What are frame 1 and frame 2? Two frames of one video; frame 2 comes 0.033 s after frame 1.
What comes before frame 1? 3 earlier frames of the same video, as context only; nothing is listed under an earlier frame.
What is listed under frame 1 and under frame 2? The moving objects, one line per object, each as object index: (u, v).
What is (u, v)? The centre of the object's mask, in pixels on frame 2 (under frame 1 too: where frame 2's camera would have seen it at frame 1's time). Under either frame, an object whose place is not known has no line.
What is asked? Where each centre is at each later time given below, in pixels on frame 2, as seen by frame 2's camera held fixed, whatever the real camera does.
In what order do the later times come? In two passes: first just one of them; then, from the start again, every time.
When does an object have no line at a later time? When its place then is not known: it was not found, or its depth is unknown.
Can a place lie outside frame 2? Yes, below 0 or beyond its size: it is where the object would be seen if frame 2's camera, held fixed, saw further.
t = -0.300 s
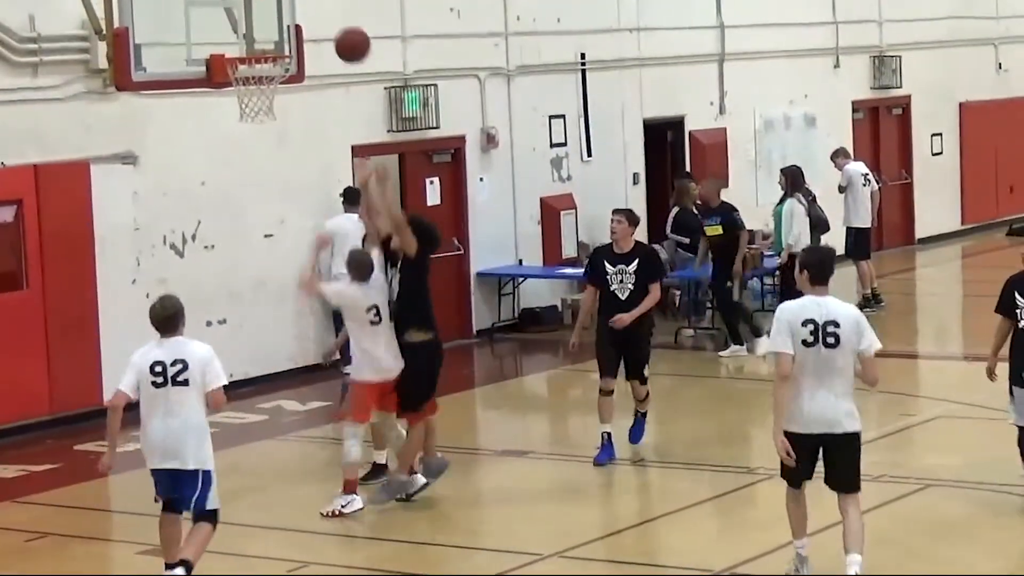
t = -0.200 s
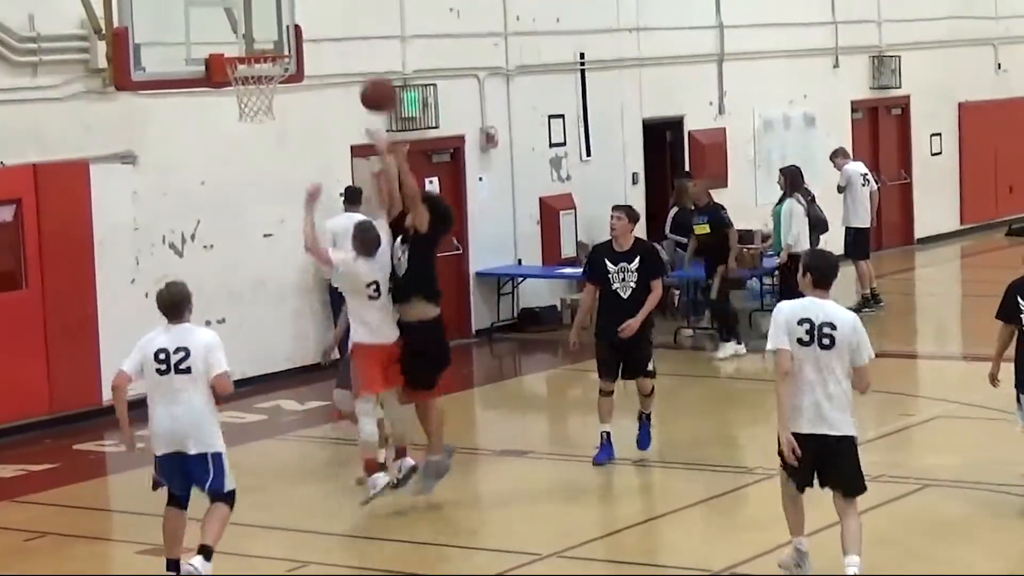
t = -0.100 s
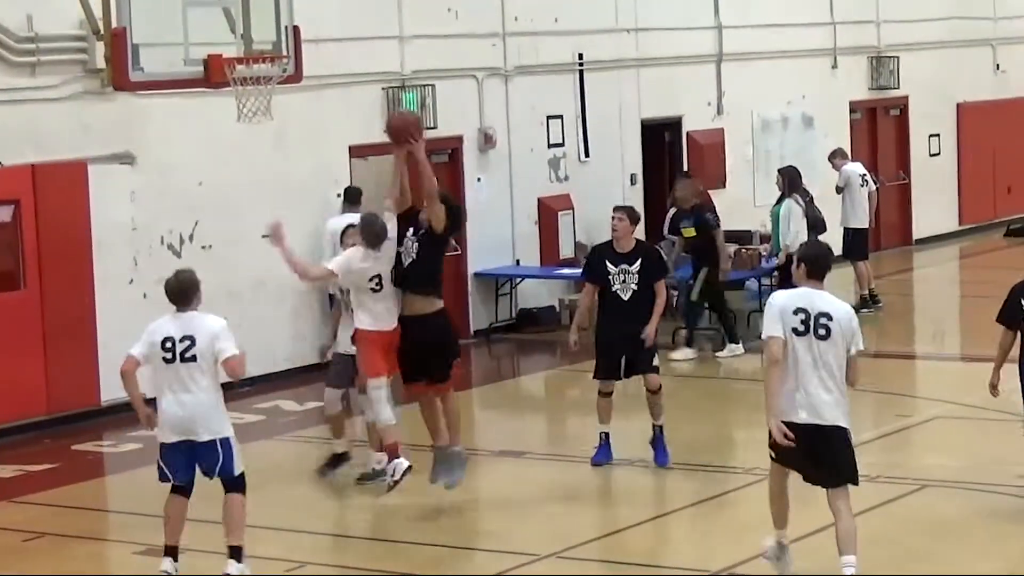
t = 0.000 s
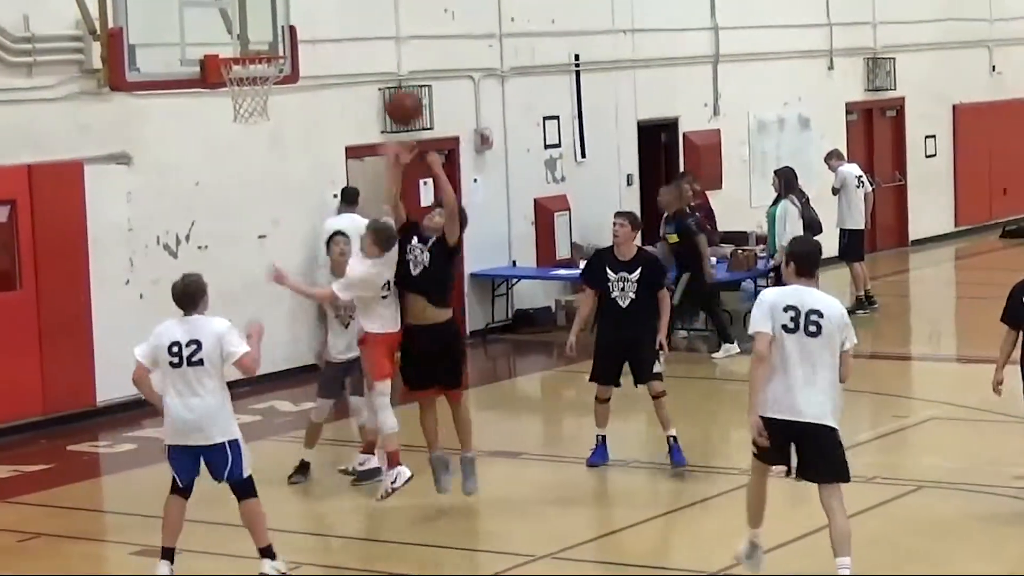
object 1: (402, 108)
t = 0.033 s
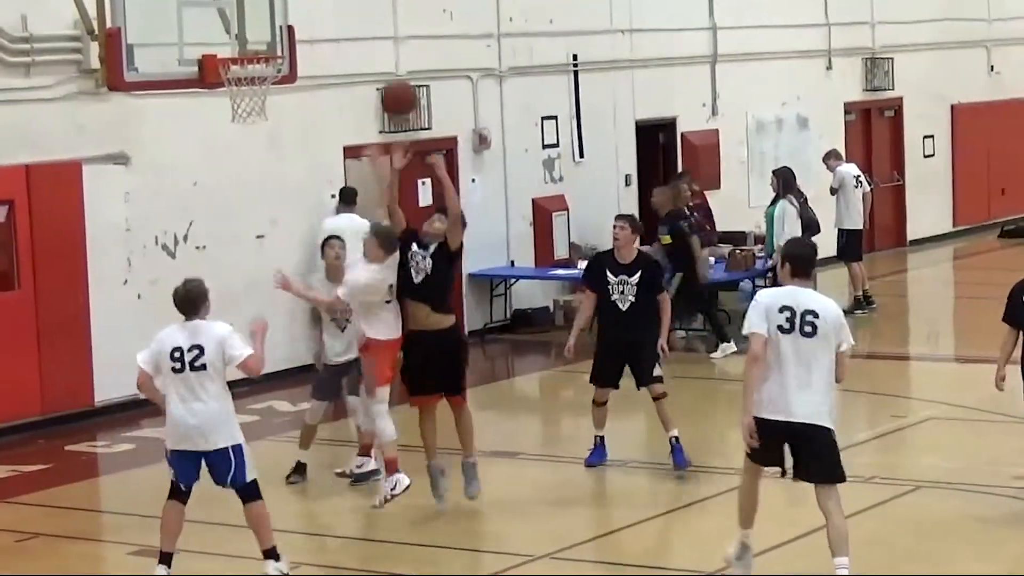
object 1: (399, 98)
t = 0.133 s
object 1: (387, 81)
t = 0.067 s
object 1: (394, 90)
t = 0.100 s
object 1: (391, 85)
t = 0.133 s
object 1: (387, 81)
